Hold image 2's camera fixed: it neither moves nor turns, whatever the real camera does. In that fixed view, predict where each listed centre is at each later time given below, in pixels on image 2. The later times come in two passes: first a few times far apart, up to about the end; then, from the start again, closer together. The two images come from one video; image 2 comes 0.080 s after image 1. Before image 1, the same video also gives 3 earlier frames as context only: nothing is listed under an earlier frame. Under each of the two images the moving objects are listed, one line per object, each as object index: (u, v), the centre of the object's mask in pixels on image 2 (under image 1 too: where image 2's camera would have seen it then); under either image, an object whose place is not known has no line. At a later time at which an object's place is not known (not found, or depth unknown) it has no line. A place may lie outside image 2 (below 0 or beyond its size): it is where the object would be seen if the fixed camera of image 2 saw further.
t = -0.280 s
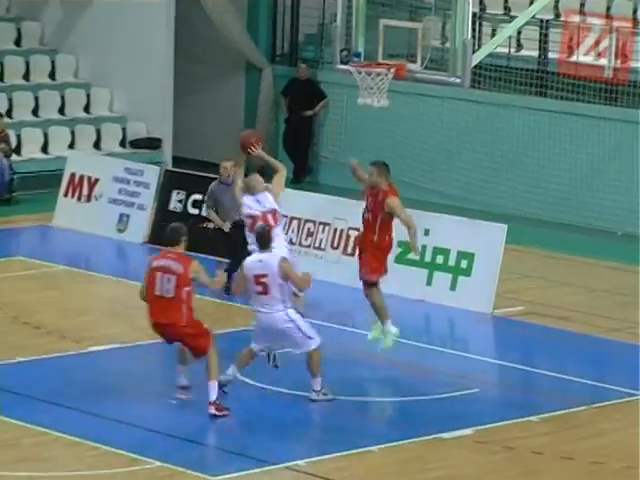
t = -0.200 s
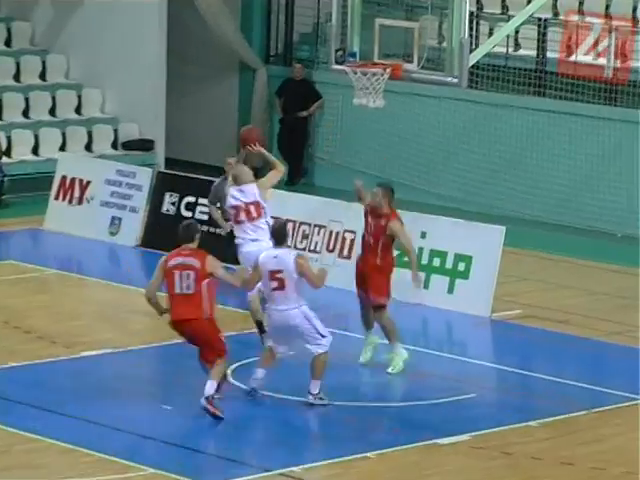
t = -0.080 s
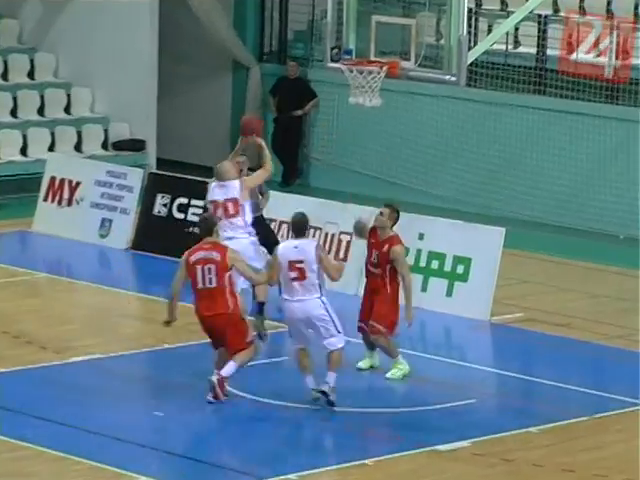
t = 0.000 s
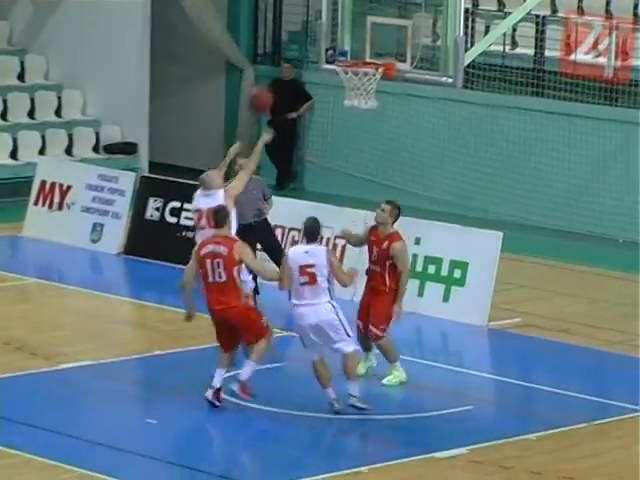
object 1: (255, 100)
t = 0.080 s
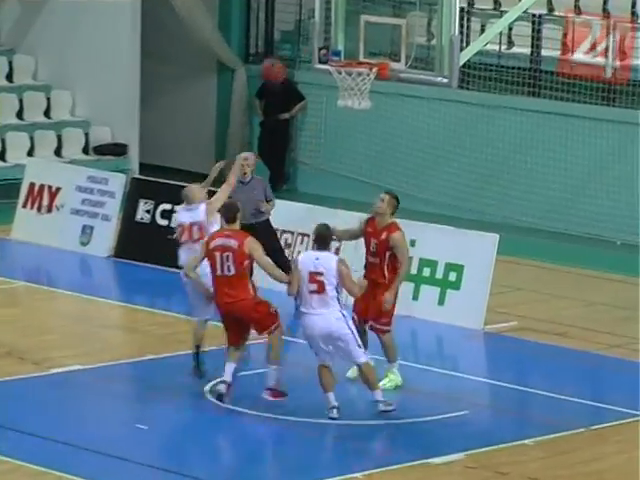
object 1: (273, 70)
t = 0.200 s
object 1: (302, 40)
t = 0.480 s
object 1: (367, 33)
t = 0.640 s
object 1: (360, 52)
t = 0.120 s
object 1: (283, 59)
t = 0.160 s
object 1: (293, 49)
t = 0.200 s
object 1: (302, 40)
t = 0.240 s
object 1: (312, 33)
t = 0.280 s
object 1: (321, 29)
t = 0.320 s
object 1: (330, 26)
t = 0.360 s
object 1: (340, 26)
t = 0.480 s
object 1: (367, 33)
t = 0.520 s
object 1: (373, 38)
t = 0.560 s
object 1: (369, 45)
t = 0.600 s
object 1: (363, 51)
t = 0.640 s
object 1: (360, 52)
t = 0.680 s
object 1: (355, 60)
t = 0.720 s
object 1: (350, 66)
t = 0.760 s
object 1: (350, 68)
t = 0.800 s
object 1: (349, 74)
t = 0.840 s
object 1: (349, 81)
